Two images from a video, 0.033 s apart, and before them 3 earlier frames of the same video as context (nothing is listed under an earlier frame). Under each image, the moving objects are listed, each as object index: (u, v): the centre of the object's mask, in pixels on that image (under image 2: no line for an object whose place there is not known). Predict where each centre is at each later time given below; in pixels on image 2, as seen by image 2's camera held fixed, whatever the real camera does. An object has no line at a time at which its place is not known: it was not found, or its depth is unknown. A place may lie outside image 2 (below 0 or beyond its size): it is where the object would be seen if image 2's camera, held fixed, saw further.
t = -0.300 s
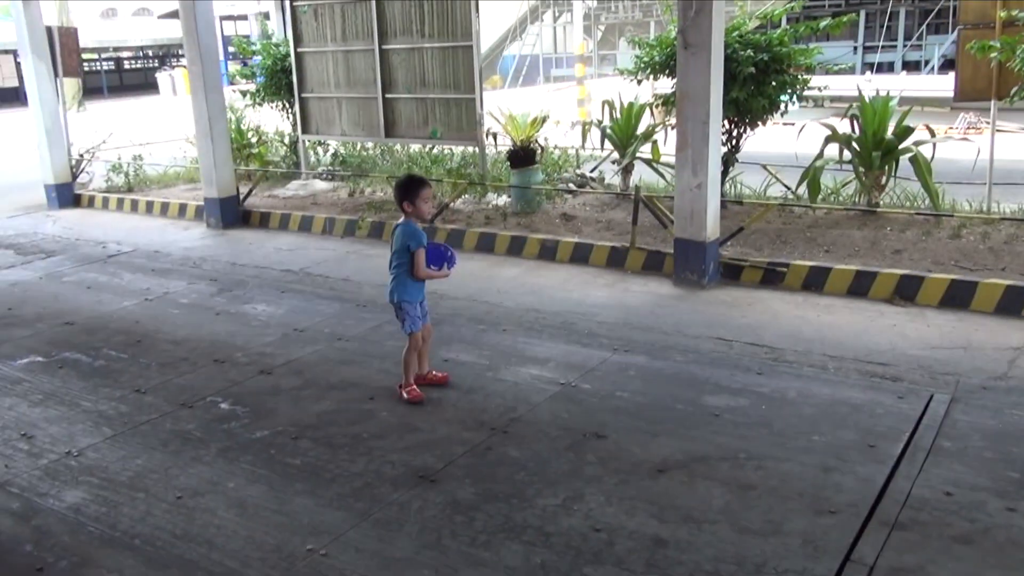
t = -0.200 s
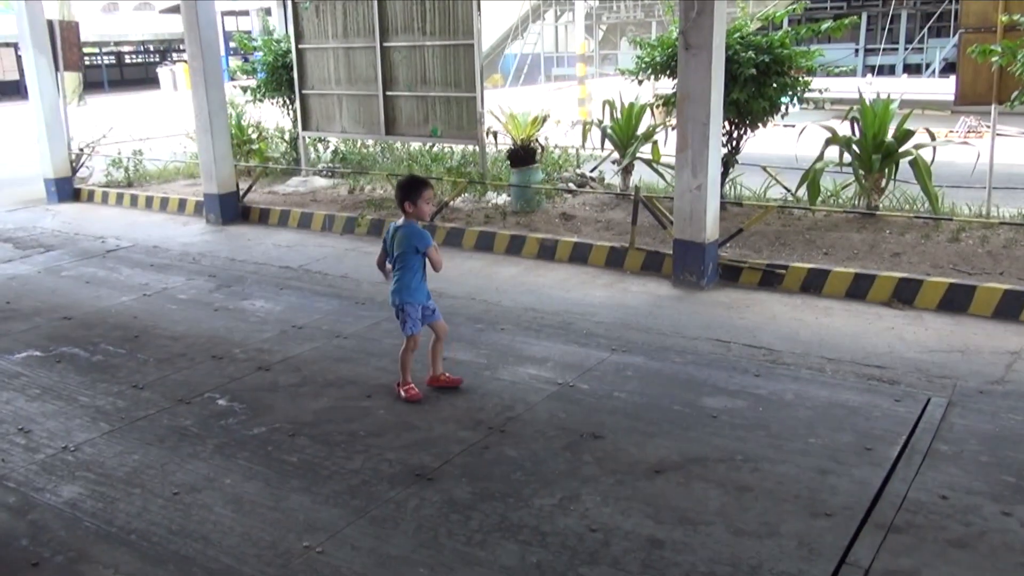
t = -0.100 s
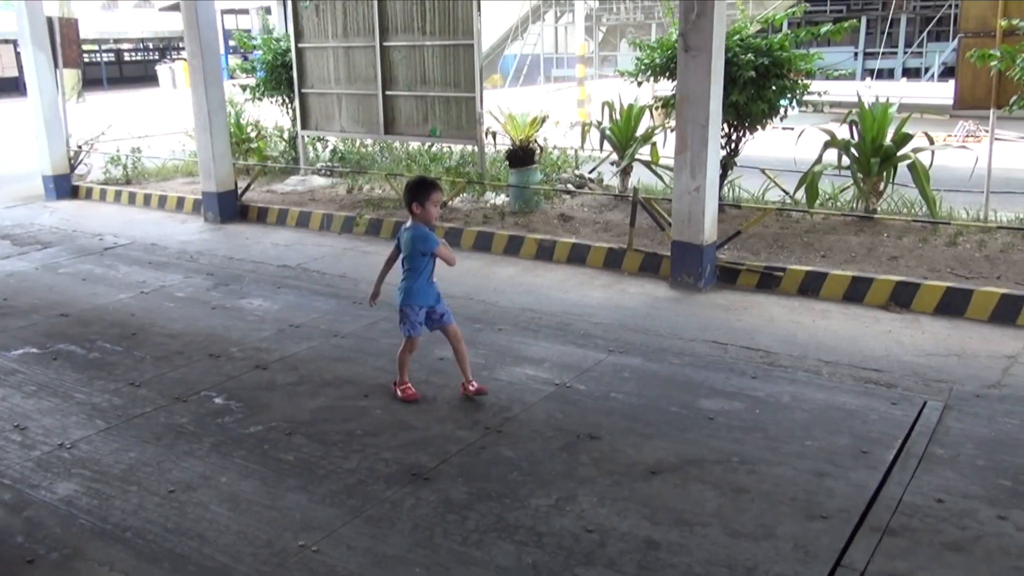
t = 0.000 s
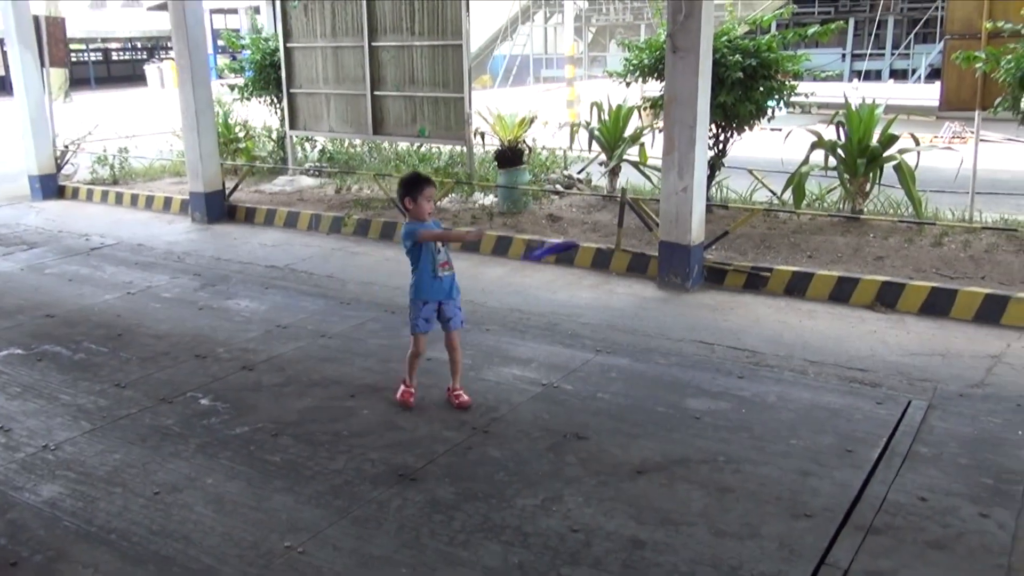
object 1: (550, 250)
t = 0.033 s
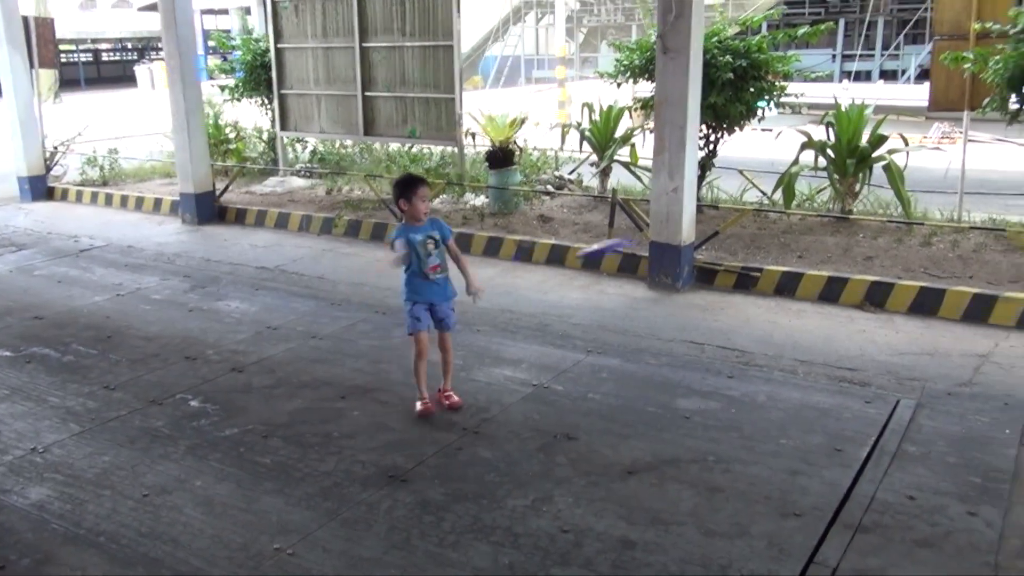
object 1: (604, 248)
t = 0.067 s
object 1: (667, 250)
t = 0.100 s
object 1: (712, 249)
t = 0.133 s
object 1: (751, 258)
